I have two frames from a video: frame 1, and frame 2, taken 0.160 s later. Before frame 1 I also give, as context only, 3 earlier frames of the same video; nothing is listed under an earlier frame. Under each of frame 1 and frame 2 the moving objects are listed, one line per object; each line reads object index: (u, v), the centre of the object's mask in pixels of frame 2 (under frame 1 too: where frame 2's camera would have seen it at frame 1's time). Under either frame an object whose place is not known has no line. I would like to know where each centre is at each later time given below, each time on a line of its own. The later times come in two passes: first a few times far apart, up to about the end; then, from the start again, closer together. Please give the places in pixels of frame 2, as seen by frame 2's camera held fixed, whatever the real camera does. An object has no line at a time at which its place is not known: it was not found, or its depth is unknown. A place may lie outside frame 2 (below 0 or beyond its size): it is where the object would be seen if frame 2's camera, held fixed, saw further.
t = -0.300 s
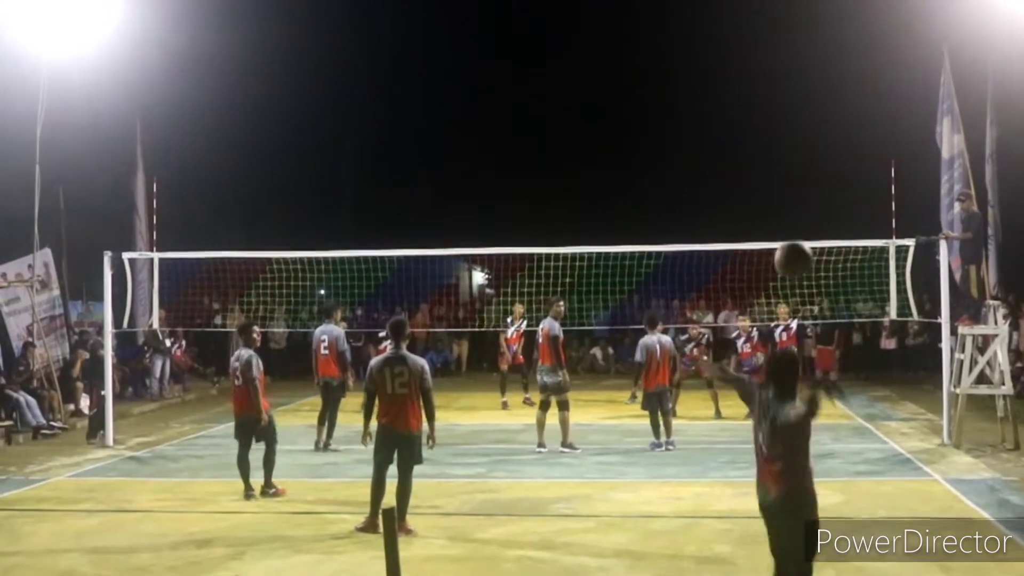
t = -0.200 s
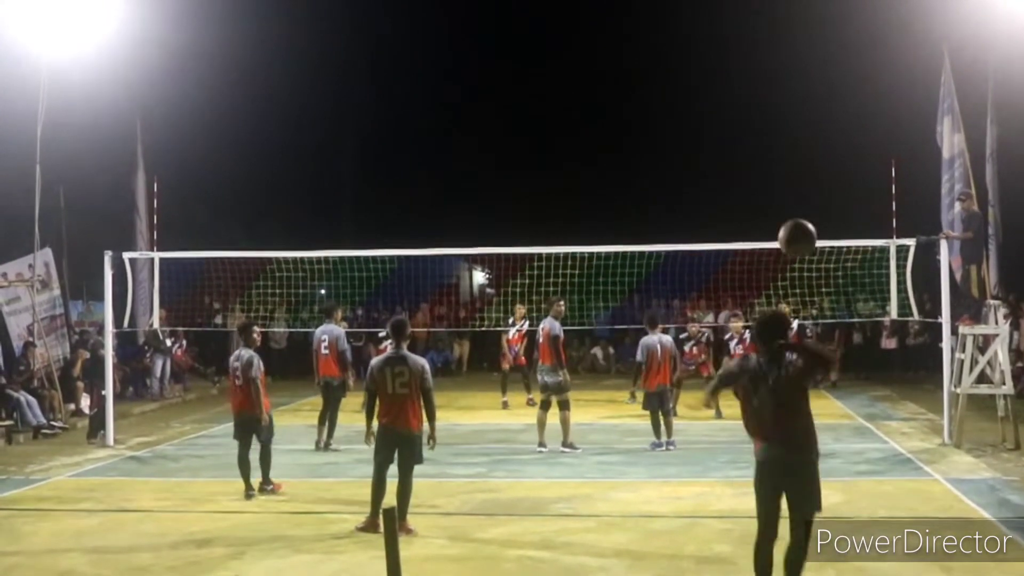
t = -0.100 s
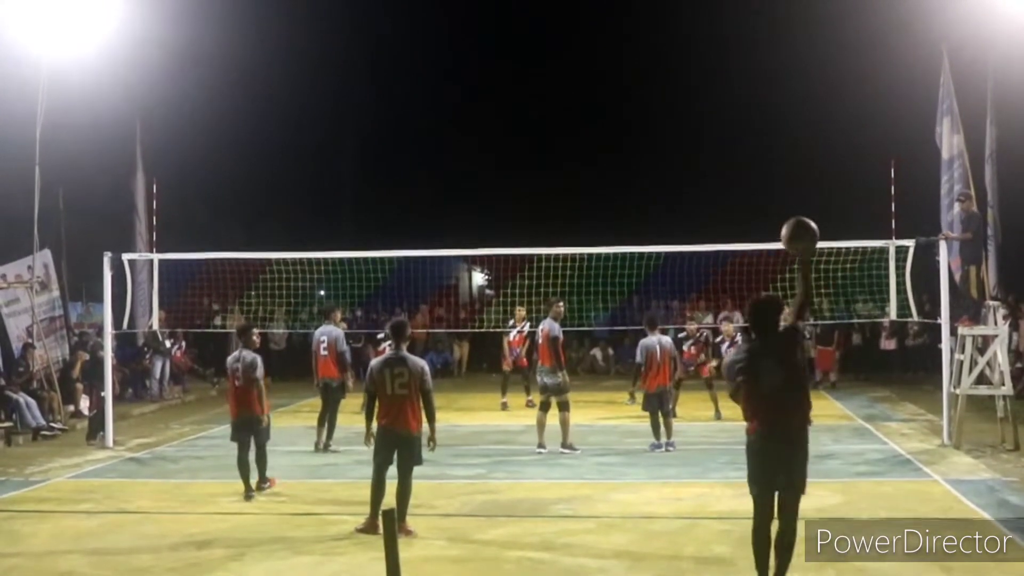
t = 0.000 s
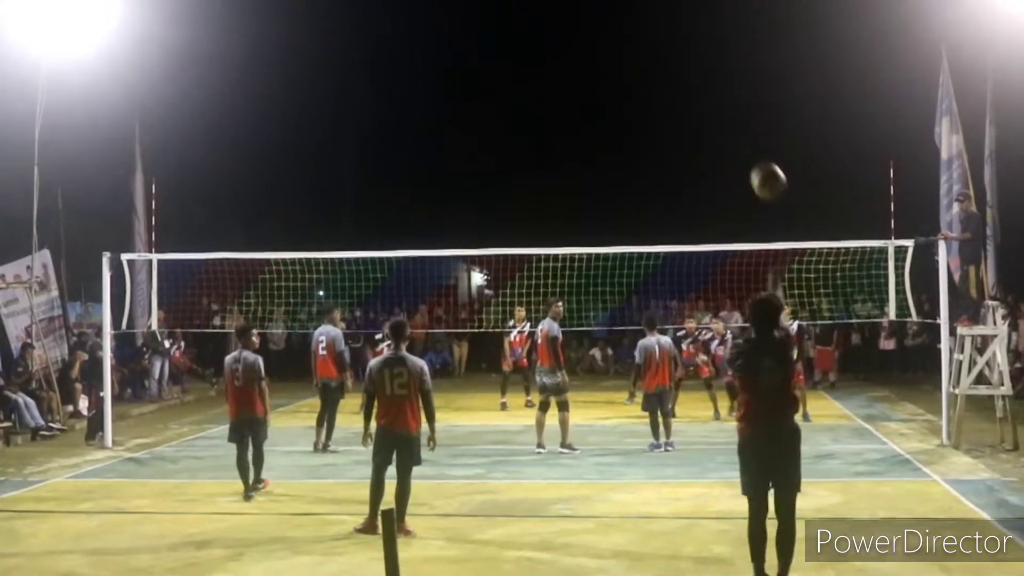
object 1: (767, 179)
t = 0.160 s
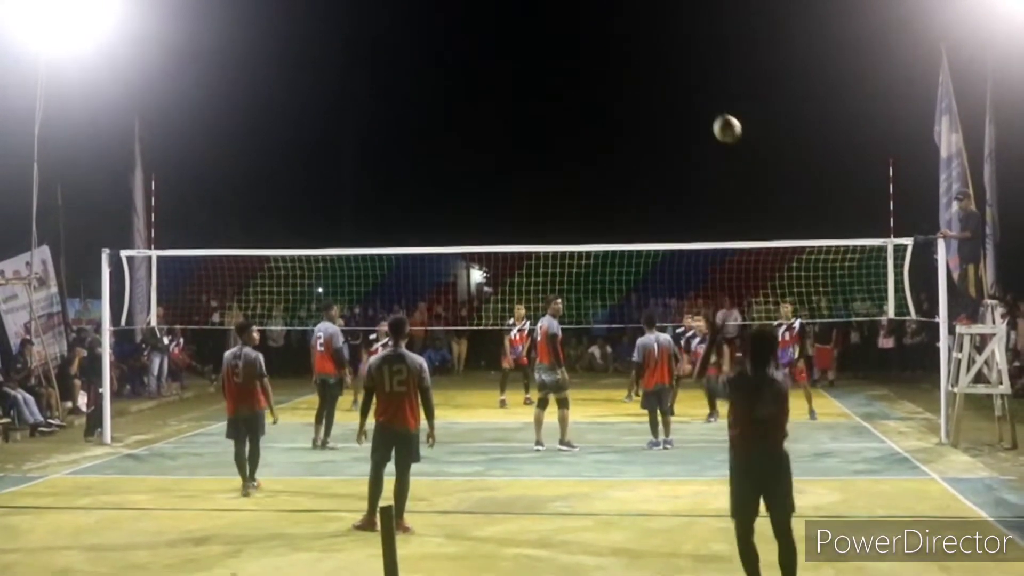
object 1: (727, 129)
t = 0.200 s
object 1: (720, 123)
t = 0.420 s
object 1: (693, 124)
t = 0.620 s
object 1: (681, 152)
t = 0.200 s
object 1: (720, 123)
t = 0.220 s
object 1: (716, 121)
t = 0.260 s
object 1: (710, 118)
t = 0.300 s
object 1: (705, 118)
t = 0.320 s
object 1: (703, 118)
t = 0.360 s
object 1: (699, 120)
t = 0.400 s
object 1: (695, 122)
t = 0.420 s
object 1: (693, 124)
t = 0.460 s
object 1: (690, 128)
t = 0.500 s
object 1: (686, 133)
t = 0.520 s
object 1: (685, 136)
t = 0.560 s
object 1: (683, 142)
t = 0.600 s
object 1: (682, 148)
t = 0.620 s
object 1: (681, 152)
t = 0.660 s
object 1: (679, 160)
